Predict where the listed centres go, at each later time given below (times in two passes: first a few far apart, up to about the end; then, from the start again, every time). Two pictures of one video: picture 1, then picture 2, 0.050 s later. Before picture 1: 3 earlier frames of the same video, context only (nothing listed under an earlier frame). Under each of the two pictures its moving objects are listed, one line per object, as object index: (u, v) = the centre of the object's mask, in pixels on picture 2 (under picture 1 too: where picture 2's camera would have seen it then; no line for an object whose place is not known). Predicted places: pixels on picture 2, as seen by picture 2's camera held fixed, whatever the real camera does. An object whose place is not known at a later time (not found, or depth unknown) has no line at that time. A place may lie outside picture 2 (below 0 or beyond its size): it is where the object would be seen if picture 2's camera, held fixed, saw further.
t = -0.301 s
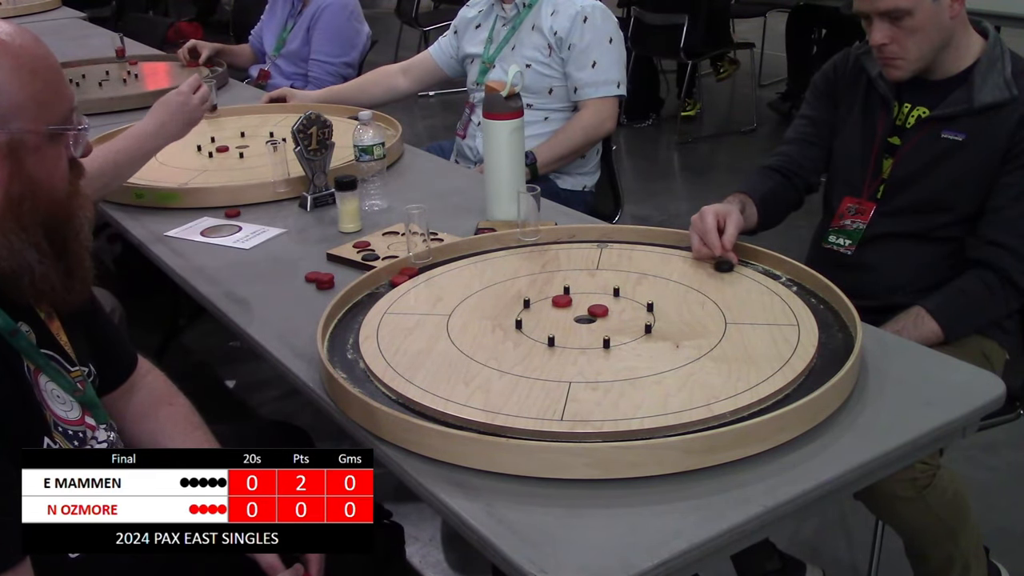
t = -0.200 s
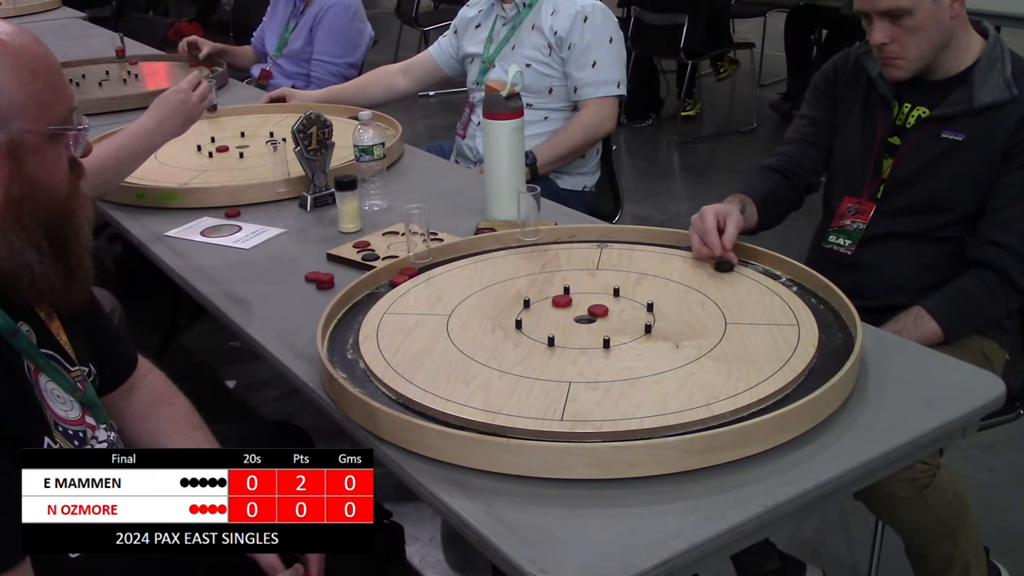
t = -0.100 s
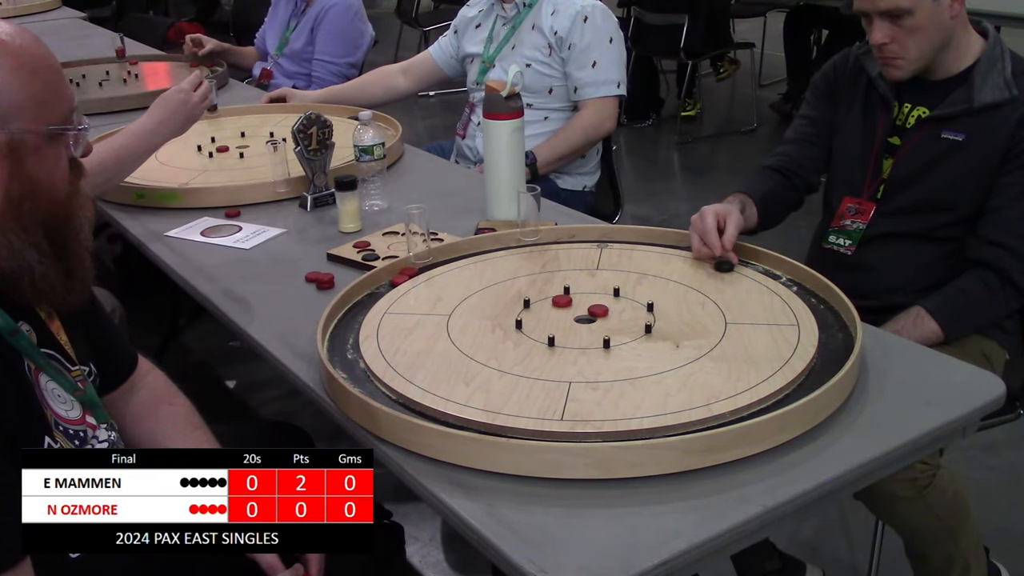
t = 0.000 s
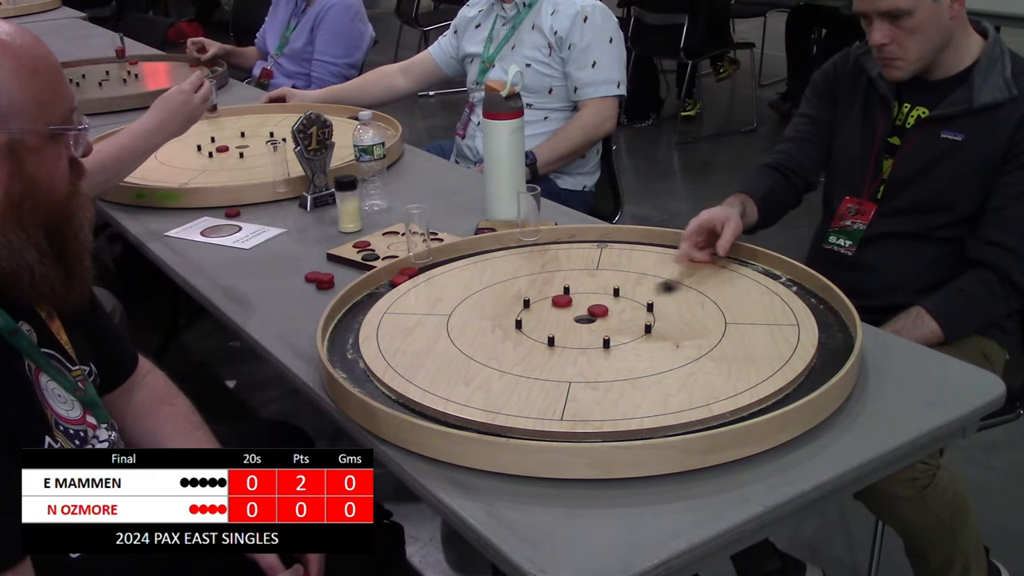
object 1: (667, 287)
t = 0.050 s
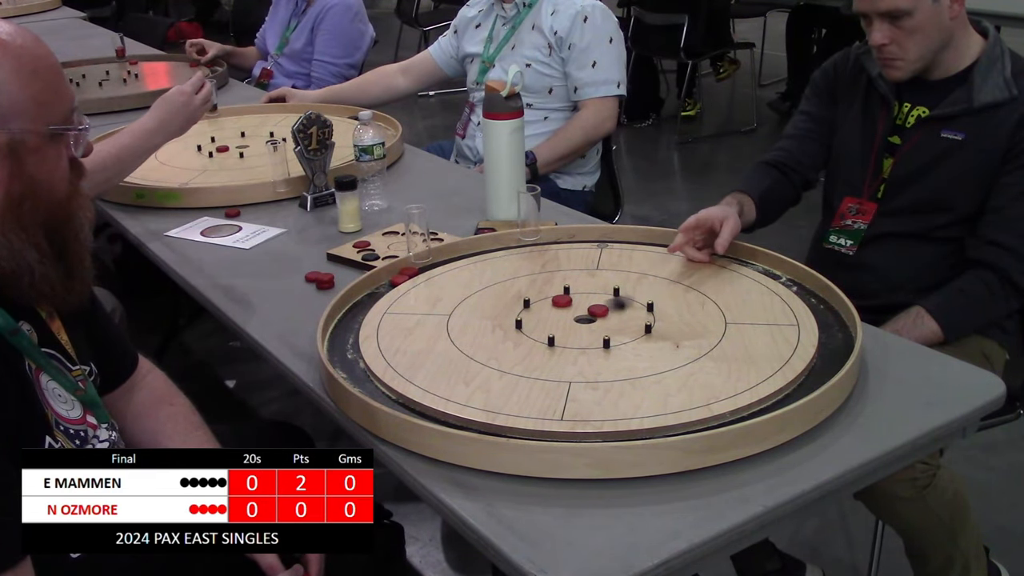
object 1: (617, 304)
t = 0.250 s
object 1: (580, 311)
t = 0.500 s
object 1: (570, 313)
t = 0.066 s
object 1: (611, 305)
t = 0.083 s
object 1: (607, 306)
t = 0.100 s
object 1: (604, 307)
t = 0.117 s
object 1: (601, 308)
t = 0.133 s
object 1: (597, 308)
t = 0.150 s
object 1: (594, 309)
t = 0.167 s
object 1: (591, 309)
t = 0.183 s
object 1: (588, 310)
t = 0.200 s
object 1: (586, 310)
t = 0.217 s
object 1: (584, 310)
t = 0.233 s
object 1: (582, 311)
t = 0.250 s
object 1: (580, 311)
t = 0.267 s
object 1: (578, 311)
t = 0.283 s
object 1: (576, 312)
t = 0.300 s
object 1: (575, 312)
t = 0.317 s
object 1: (574, 313)
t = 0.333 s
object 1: (573, 313)
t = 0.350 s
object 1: (572, 313)
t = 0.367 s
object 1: (571, 313)
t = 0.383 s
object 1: (571, 313)
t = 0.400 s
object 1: (571, 313)
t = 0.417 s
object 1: (571, 313)
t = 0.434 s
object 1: (570, 313)
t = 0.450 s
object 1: (570, 313)
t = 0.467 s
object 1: (570, 313)
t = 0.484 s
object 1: (570, 313)
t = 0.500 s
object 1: (570, 313)
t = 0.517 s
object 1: (570, 313)
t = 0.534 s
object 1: (570, 313)
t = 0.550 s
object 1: (570, 313)
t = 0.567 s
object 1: (570, 313)
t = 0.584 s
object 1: (570, 313)
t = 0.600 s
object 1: (570, 313)
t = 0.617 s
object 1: (570, 313)
